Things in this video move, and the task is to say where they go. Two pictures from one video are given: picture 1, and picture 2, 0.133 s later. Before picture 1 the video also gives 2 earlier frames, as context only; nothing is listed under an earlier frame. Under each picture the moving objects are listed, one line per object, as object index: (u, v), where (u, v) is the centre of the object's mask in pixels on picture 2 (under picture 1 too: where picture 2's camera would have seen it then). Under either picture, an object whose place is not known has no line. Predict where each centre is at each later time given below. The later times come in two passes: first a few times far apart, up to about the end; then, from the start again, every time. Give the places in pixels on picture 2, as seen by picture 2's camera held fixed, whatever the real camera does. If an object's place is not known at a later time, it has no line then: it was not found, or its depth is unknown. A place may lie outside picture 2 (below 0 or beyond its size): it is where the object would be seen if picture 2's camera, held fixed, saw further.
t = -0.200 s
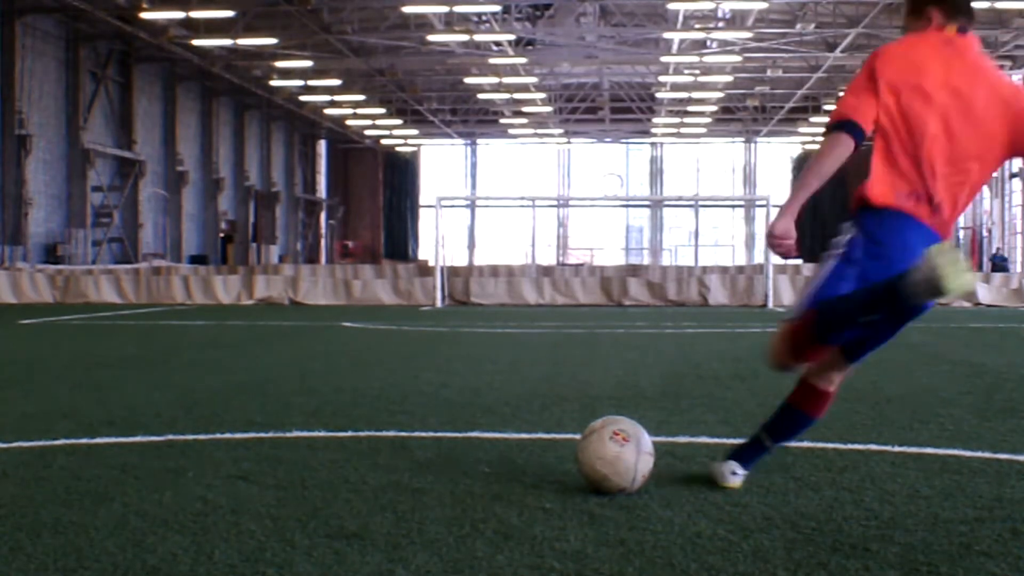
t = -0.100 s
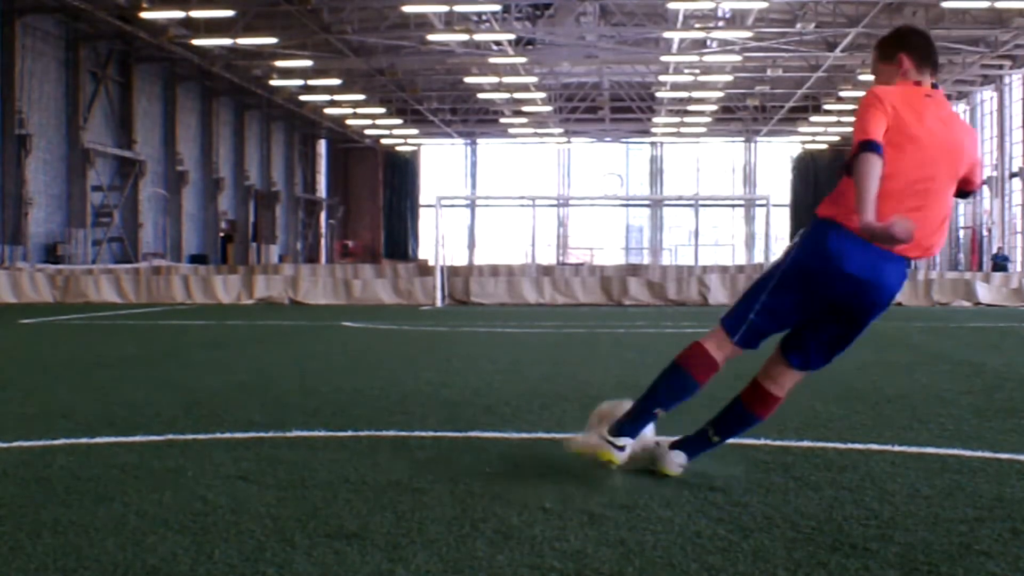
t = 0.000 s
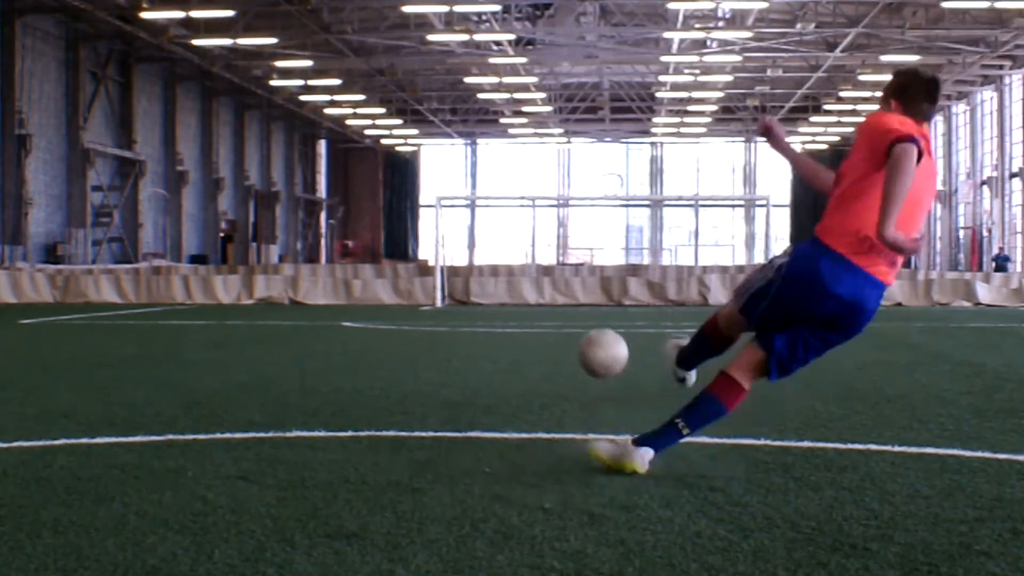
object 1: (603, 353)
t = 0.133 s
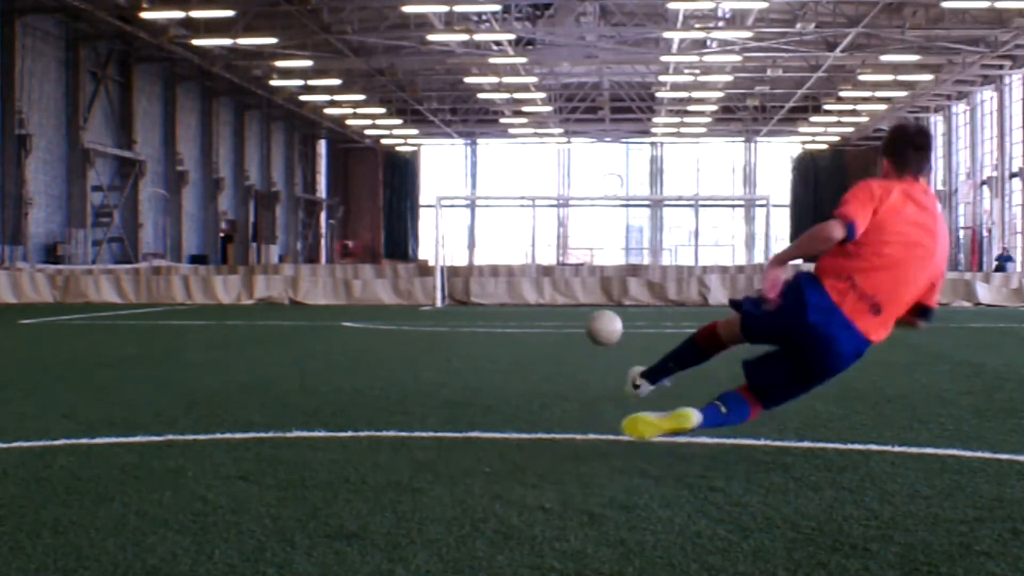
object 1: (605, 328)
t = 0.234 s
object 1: (613, 335)
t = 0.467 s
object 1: (638, 311)
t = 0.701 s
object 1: (661, 306)
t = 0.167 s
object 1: (606, 328)
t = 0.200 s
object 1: (610, 330)
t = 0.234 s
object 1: (613, 335)
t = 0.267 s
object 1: (616, 339)
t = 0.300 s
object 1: (620, 332)
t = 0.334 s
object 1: (624, 324)
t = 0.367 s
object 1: (627, 318)
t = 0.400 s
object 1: (631, 313)
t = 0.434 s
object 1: (634, 312)
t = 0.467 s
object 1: (638, 311)
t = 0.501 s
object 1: (642, 312)
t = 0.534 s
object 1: (646, 313)
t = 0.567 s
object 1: (649, 317)
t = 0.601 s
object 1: (653, 317)
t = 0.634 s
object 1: (656, 312)
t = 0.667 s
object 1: (658, 308)
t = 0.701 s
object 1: (661, 306)
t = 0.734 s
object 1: (664, 304)
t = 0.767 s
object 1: (667, 304)
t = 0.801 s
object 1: (670, 305)
